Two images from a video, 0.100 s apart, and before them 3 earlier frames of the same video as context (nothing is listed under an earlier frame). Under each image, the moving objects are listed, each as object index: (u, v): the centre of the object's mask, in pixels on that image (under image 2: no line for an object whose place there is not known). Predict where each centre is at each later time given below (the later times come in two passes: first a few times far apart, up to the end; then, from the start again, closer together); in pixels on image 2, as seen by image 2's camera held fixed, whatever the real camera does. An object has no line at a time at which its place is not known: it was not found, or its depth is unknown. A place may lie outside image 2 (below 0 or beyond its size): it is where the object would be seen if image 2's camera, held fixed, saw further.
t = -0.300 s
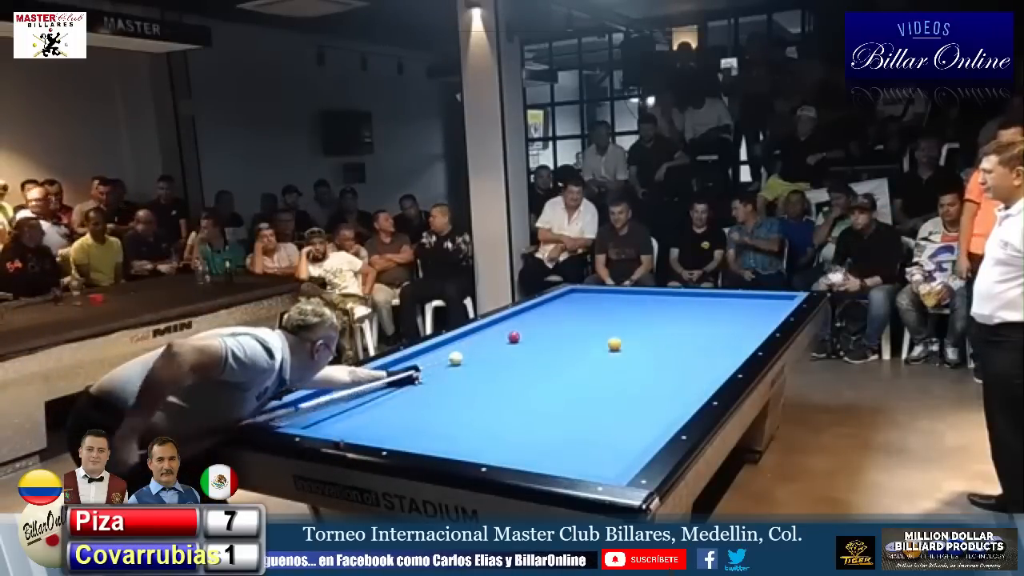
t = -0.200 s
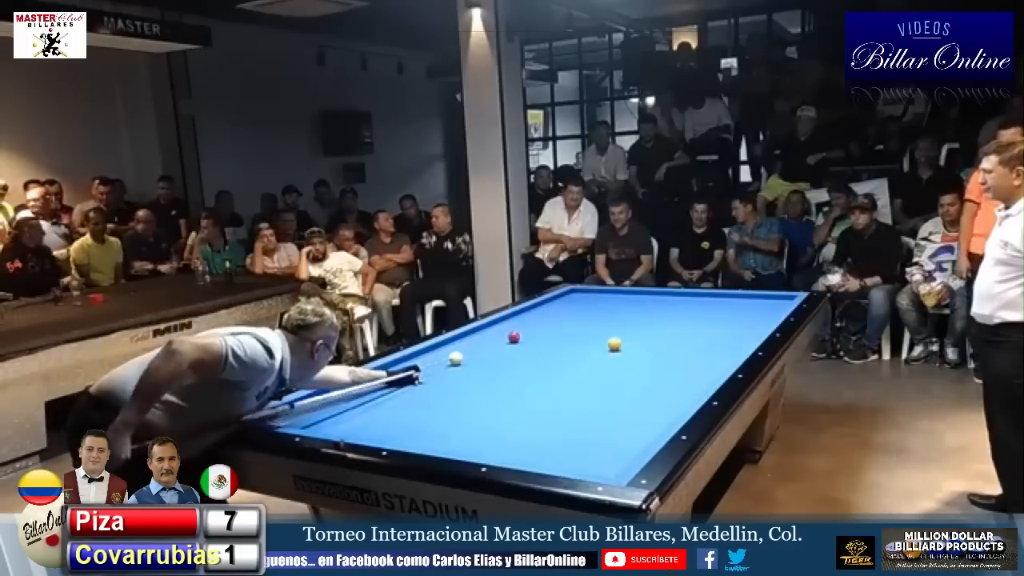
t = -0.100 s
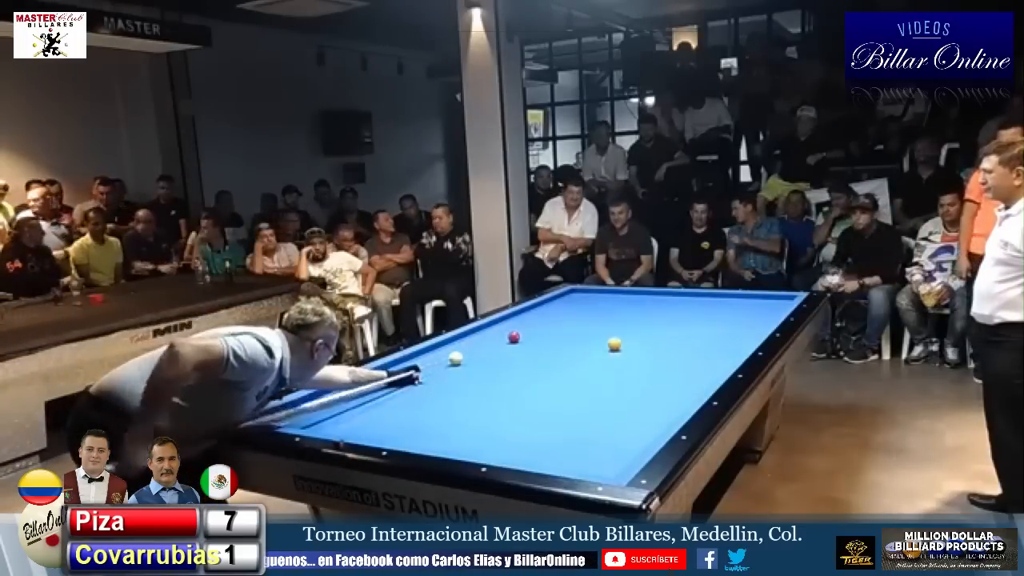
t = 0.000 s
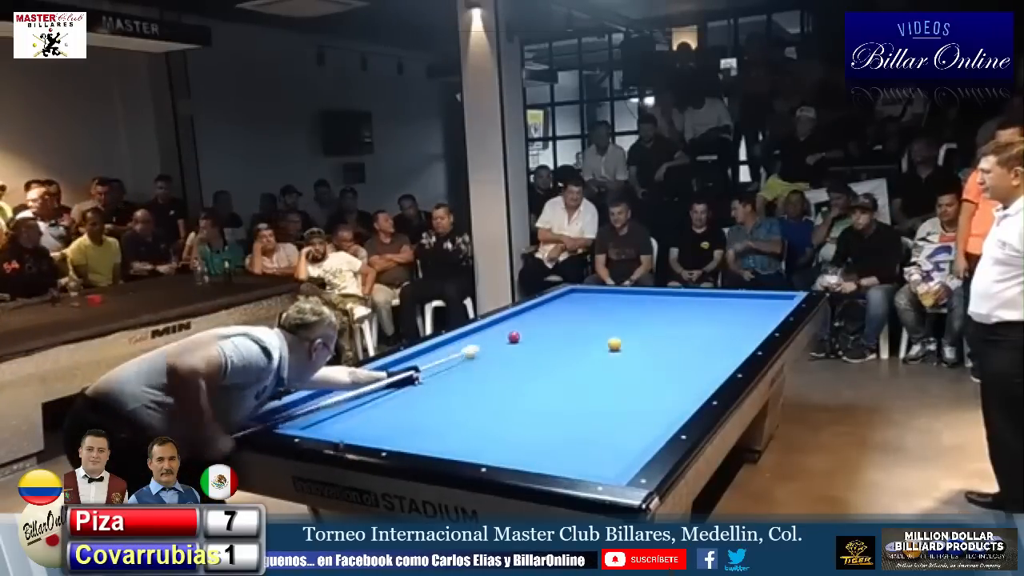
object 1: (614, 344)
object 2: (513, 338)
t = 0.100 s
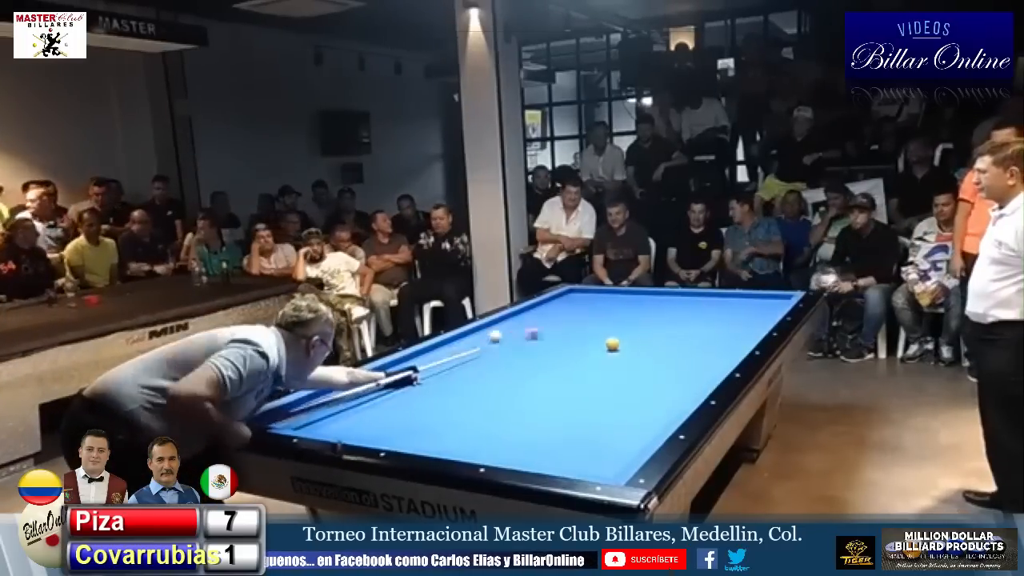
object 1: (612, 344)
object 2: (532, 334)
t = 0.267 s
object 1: (612, 344)
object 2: (622, 317)
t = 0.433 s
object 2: (698, 304)
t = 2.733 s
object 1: (559, 350)
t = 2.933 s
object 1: (535, 352)
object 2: (340, 424)
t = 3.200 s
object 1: (502, 356)
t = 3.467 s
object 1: (468, 359)
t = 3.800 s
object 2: (370, 379)
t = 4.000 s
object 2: (401, 370)
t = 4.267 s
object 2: (436, 366)
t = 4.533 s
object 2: (469, 358)
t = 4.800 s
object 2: (500, 352)
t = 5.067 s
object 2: (528, 346)
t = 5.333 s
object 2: (555, 340)
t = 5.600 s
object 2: (580, 335)
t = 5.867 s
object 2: (604, 331)
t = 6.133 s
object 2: (626, 326)
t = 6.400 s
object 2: (647, 322)
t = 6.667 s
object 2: (666, 318)
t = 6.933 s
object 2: (684, 315)
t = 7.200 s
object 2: (702, 311)
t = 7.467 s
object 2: (719, 309)
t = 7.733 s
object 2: (734, 305)
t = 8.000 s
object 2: (749, 302)
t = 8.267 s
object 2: (762, 299)
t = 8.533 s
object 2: (771, 297)
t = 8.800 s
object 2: (785, 296)
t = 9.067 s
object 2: (785, 298)
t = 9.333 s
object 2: (778, 300)
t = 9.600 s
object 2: (772, 301)
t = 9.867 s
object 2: (766, 302)
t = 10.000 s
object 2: (763, 303)
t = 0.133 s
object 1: (612, 344)
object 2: (553, 330)
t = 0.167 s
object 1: (612, 344)
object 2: (571, 326)
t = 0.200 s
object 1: (612, 344)
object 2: (589, 323)
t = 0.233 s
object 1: (612, 344)
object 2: (606, 320)
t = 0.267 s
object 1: (612, 344)
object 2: (622, 317)
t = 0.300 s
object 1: (611, 344)
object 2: (639, 314)
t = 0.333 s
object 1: (610, 344)
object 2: (655, 311)
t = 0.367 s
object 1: (610, 344)
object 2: (668, 309)
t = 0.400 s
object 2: (683, 306)
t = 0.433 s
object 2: (698, 304)
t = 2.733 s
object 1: (559, 350)
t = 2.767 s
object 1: (556, 350)
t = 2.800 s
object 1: (551, 351)
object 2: (341, 431)
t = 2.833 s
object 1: (548, 351)
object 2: (337, 430)
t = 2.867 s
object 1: (544, 352)
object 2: (338, 429)
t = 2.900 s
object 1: (539, 352)
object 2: (339, 426)
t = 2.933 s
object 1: (535, 352)
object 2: (340, 424)
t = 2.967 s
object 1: (531, 353)
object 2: (340, 421)
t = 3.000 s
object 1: (526, 353)
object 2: (340, 419)
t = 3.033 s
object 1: (522, 354)
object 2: (340, 418)
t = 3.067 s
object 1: (519, 354)
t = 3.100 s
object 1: (514, 354)
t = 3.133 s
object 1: (510, 355)
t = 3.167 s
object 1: (506, 355)
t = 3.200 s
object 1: (502, 356)
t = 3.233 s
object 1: (497, 356)
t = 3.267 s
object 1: (493, 356)
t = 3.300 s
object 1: (489, 357)
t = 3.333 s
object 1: (485, 358)
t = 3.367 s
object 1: (481, 359)
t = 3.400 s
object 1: (475, 359)
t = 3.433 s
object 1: (472, 359)
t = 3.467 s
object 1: (468, 359)
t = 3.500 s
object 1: (464, 360)
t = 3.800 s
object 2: (370, 379)
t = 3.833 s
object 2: (377, 377)
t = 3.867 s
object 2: (382, 376)
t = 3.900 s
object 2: (387, 375)
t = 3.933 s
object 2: (391, 373)
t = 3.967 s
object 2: (399, 371)
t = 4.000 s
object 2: (401, 370)
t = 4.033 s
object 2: (405, 371)
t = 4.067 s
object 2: (409, 370)
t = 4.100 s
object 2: (415, 369)
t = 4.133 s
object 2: (419, 368)
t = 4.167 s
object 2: (423, 368)
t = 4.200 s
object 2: (428, 367)
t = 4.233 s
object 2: (432, 366)
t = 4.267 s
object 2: (436, 366)
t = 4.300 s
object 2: (440, 365)
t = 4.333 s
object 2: (444, 364)
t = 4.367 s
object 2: (449, 363)
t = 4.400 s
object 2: (453, 362)
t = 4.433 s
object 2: (457, 361)
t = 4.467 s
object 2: (461, 360)
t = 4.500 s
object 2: (465, 359)
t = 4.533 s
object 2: (469, 358)
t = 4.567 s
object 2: (473, 357)
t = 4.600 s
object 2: (477, 357)
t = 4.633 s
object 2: (481, 356)
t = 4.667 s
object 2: (485, 355)
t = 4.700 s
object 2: (489, 354)
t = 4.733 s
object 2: (492, 354)
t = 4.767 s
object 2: (496, 353)
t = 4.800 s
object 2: (500, 352)
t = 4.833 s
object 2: (503, 352)
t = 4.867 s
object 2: (507, 351)
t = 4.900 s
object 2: (511, 349)
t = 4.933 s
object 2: (514, 349)
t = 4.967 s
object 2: (518, 348)
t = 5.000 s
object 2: (521, 348)
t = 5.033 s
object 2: (524, 347)
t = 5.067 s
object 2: (528, 346)
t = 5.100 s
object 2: (531, 345)
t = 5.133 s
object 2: (535, 344)
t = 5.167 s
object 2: (538, 343)
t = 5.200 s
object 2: (542, 343)
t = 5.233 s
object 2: (545, 342)
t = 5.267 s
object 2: (549, 342)
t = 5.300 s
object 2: (552, 341)
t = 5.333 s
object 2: (555, 340)
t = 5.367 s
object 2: (558, 340)
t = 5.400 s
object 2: (561, 339)
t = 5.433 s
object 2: (564, 339)
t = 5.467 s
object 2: (567, 338)
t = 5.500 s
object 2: (570, 337)
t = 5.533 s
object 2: (574, 337)
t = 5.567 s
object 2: (577, 336)
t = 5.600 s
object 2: (580, 335)
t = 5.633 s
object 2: (583, 334)
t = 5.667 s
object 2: (586, 334)
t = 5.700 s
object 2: (589, 333)
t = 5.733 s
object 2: (592, 333)
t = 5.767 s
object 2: (594, 332)
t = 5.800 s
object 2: (598, 332)
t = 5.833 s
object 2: (600, 331)
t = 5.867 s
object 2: (604, 331)
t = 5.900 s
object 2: (606, 330)
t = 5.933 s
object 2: (609, 329)
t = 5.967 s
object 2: (612, 329)
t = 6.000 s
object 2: (614, 328)
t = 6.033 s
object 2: (617, 328)
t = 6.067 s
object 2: (620, 328)
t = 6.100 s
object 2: (623, 327)
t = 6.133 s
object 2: (626, 326)
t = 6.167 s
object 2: (628, 326)
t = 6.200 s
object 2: (631, 325)
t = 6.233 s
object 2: (634, 325)
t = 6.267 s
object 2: (636, 324)
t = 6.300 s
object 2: (639, 323)
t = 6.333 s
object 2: (641, 323)
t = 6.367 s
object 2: (644, 322)
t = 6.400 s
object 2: (647, 322)
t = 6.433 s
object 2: (649, 321)
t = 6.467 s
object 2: (652, 321)
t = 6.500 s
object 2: (654, 320)
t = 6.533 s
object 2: (656, 320)
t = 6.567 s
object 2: (659, 320)
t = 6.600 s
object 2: (661, 319)
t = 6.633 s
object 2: (664, 318)
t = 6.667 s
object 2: (666, 318)
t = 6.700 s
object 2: (668, 317)
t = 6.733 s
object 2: (671, 317)
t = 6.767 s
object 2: (673, 316)
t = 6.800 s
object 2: (675, 316)
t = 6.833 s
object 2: (678, 316)
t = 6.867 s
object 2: (680, 315)
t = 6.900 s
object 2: (683, 315)
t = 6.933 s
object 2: (684, 315)
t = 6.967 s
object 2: (687, 314)
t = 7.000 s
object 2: (689, 314)
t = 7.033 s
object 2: (691, 313)
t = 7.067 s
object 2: (694, 313)
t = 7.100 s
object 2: (696, 313)
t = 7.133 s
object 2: (698, 312)
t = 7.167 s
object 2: (700, 312)
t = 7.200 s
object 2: (702, 311)
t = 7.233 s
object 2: (705, 311)
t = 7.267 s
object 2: (707, 311)
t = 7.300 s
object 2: (709, 310)
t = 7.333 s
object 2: (711, 310)
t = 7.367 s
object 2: (713, 309)
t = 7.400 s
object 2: (715, 309)
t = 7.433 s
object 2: (716, 309)
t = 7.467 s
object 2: (719, 309)
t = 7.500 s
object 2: (721, 308)
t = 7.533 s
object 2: (723, 308)
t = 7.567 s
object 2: (725, 307)
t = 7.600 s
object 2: (727, 307)
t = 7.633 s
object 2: (729, 307)
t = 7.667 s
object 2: (730, 306)
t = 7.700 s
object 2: (732, 306)
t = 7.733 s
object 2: (734, 305)
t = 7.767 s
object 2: (736, 305)
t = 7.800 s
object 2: (738, 304)
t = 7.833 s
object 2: (740, 304)
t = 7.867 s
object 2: (742, 303)
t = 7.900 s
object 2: (744, 303)
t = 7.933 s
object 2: (745, 303)
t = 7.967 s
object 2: (747, 303)
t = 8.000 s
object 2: (749, 302)
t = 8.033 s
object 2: (751, 301)
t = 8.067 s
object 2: (753, 301)
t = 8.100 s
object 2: (754, 300)
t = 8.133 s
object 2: (756, 301)
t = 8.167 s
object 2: (758, 300)
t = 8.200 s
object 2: (759, 300)
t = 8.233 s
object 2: (761, 299)
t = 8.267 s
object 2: (762, 299)
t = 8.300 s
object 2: (764, 299)
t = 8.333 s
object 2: (765, 298)
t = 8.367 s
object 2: (767, 299)
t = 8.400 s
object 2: (768, 298)
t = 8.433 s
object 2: (768, 298)
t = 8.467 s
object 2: (769, 297)
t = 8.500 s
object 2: (770, 297)
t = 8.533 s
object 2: (771, 297)
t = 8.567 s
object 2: (772, 297)
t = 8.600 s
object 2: (774, 296)
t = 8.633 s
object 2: (777, 296)
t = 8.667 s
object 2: (779, 296)
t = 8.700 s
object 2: (780, 296)
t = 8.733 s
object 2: (782, 297)
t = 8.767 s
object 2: (784, 297)
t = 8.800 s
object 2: (785, 296)
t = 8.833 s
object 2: (785, 297)
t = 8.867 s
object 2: (785, 297)
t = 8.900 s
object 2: (786, 297)
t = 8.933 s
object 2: (786, 297)
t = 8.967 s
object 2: (786, 297)
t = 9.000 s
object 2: (786, 297)
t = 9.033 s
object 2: (785, 297)
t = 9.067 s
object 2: (785, 298)
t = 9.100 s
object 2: (784, 298)
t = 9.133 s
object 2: (784, 298)
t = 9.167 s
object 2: (783, 298)
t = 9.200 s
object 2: (783, 298)
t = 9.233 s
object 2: (782, 299)
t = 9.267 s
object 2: (781, 299)
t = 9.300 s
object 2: (780, 299)
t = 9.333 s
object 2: (778, 300)
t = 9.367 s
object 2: (777, 300)
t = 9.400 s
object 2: (777, 300)
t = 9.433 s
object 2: (776, 300)
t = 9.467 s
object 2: (775, 300)
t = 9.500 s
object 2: (774, 301)
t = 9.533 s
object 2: (774, 301)
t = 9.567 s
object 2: (773, 301)
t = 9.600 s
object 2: (772, 301)
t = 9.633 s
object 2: (771, 301)
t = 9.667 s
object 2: (771, 301)
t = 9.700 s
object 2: (770, 302)
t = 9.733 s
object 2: (769, 301)
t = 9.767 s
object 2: (768, 302)
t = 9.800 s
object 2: (768, 302)
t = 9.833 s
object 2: (767, 302)
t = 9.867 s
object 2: (766, 302)
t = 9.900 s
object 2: (766, 302)
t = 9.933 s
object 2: (765, 302)
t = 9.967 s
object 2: (764, 302)
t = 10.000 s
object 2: (763, 303)
